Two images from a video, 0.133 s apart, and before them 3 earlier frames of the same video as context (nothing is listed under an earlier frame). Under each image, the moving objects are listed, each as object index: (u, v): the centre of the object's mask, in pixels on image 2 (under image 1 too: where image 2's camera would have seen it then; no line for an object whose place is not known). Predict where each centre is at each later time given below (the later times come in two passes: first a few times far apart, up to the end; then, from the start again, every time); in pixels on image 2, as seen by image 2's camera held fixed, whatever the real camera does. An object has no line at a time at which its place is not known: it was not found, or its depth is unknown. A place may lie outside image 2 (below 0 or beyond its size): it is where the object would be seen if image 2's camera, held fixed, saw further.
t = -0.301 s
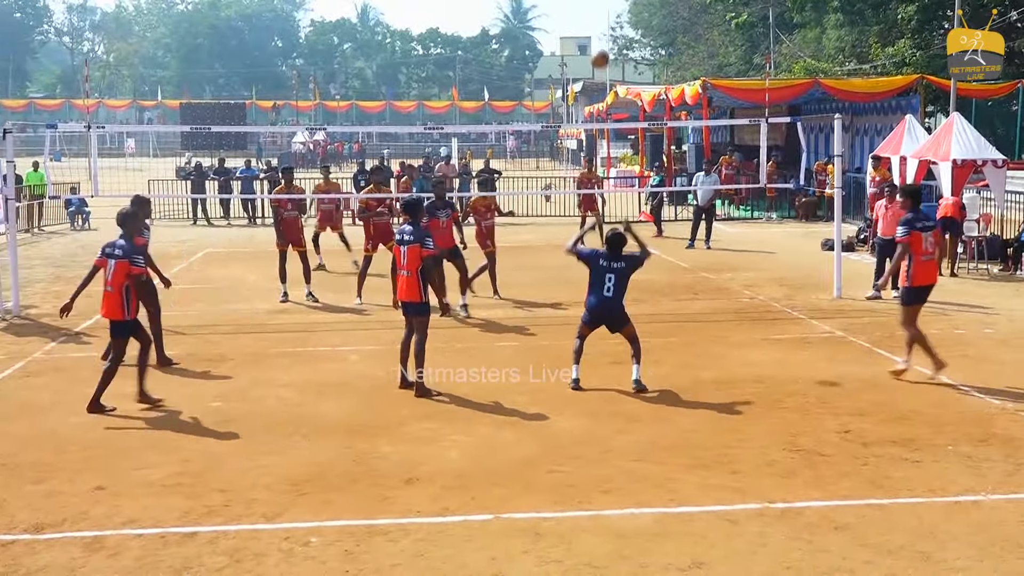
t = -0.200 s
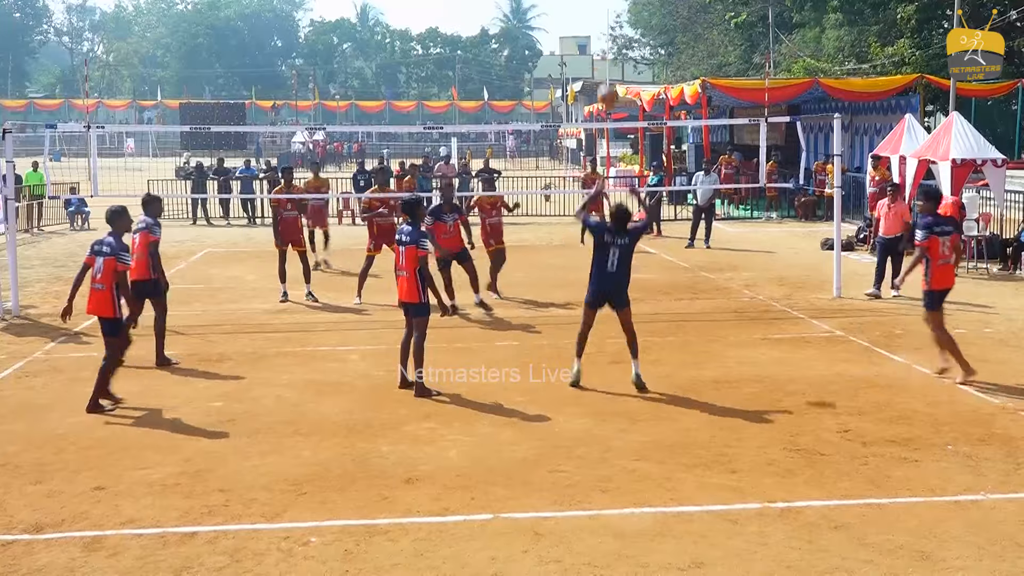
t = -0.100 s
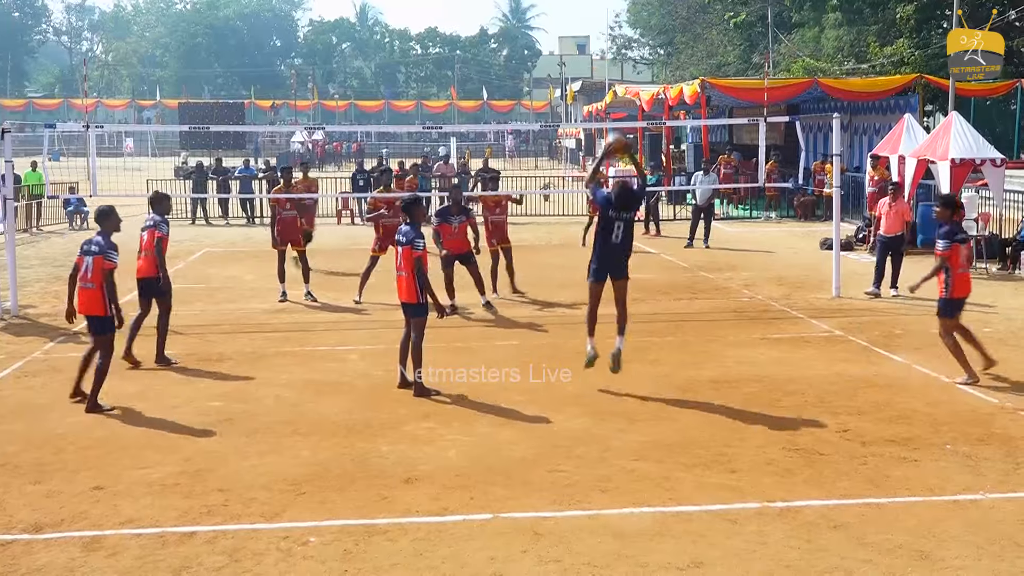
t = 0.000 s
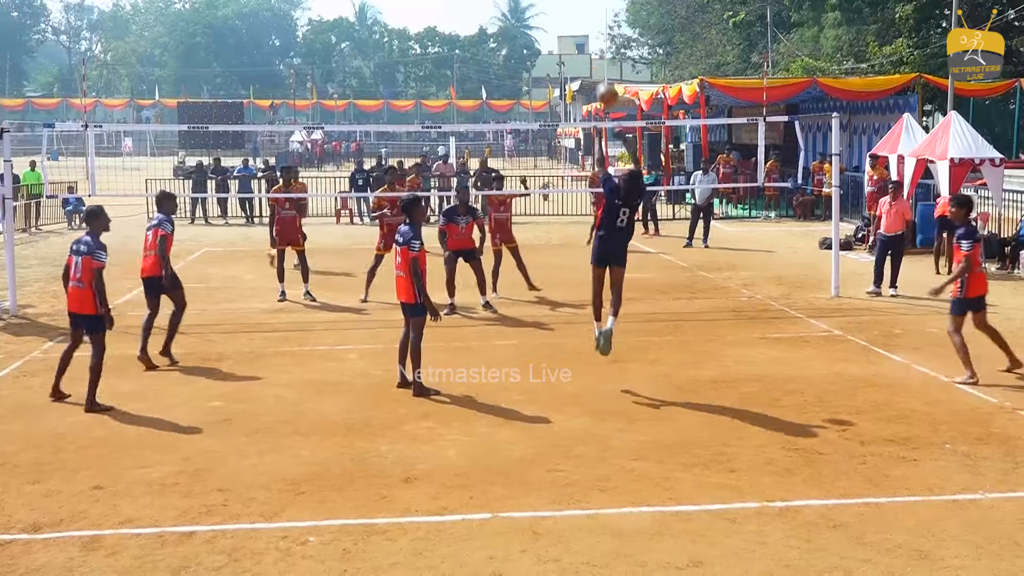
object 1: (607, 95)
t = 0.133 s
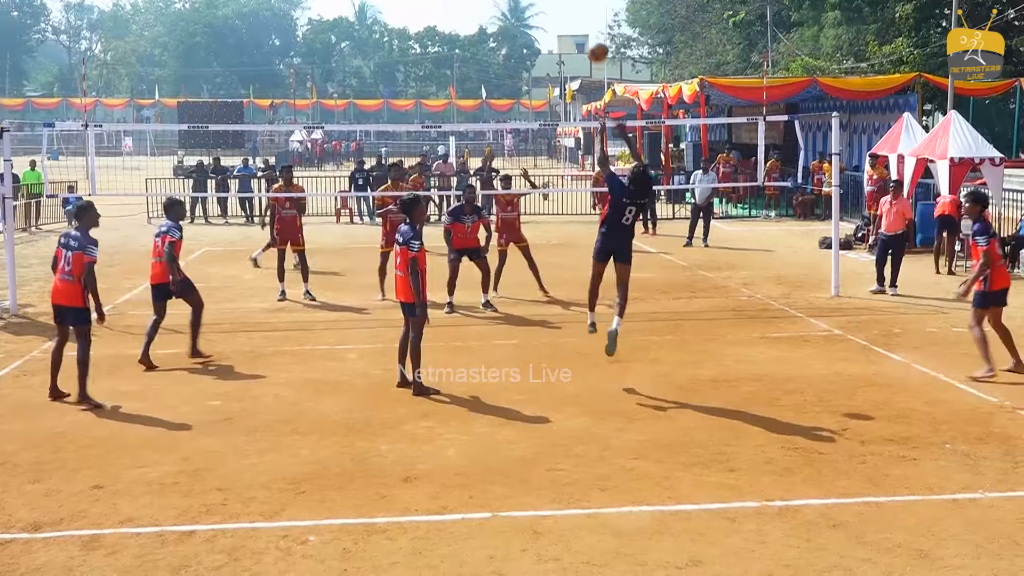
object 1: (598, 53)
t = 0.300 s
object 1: (584, 20)
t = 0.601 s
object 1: (565, 39)
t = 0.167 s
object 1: (595, 42)
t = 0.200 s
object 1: (592, 34)
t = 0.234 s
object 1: (590, 30)
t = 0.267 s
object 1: (587, 24)
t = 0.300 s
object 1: (584, 20)
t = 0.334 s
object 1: (583, 19)
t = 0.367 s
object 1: (580, 17)
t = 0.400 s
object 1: (577, 17)
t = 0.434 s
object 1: (576, 18)
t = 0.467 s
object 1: (574, 20)
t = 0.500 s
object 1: (571, 24)
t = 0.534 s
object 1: (570, 26)
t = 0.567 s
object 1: (567, 32)
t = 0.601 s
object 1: (565, 39)
